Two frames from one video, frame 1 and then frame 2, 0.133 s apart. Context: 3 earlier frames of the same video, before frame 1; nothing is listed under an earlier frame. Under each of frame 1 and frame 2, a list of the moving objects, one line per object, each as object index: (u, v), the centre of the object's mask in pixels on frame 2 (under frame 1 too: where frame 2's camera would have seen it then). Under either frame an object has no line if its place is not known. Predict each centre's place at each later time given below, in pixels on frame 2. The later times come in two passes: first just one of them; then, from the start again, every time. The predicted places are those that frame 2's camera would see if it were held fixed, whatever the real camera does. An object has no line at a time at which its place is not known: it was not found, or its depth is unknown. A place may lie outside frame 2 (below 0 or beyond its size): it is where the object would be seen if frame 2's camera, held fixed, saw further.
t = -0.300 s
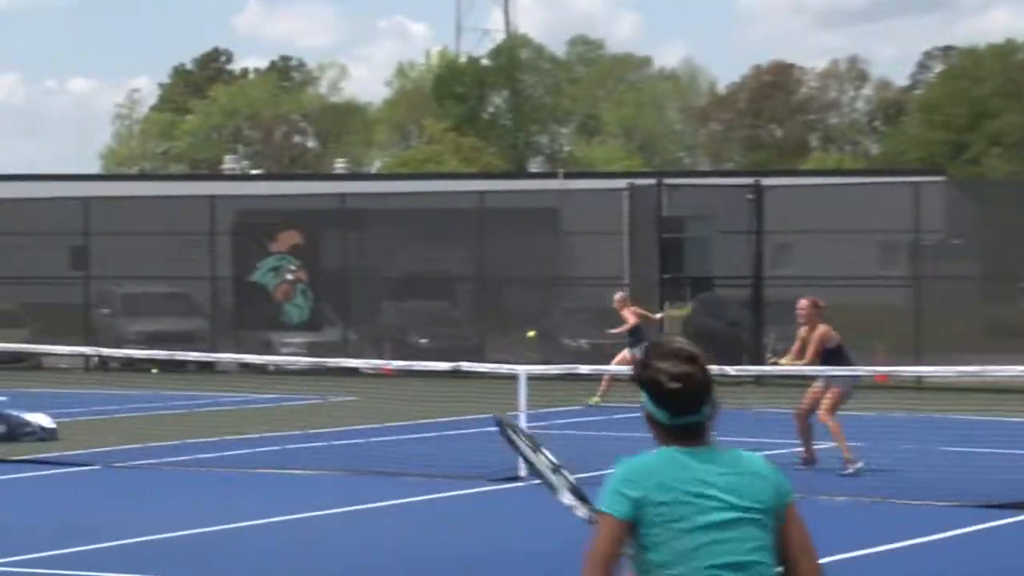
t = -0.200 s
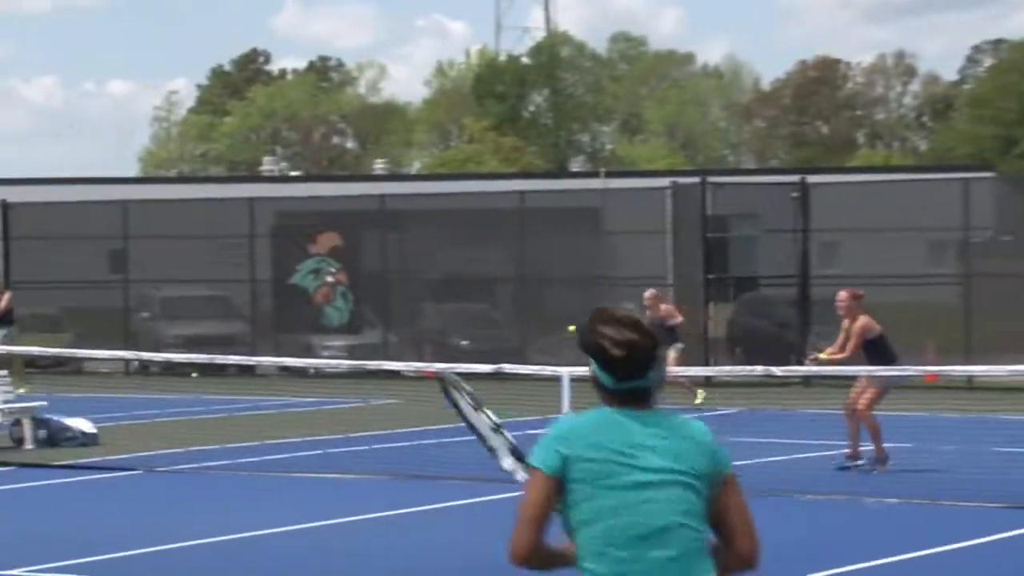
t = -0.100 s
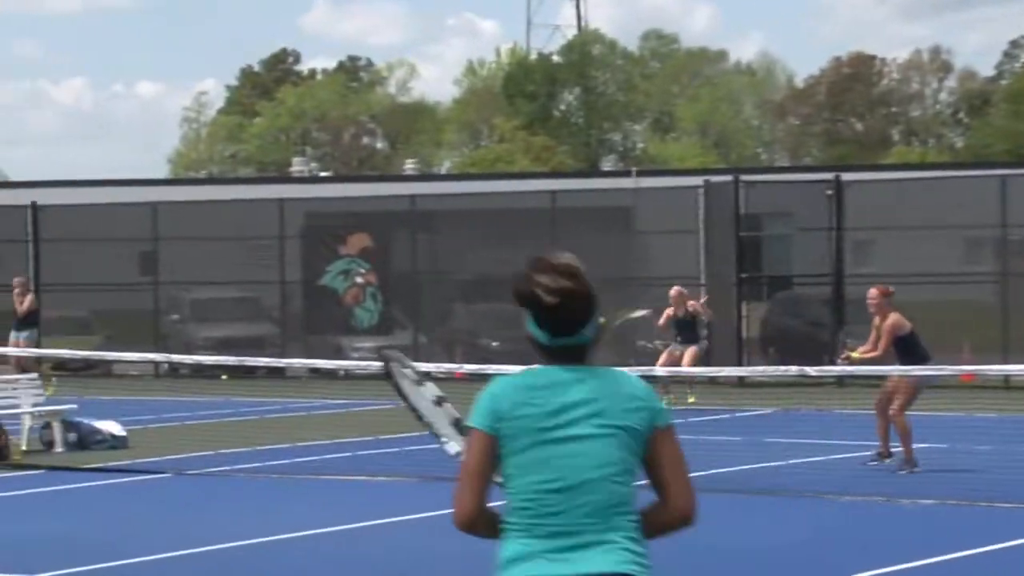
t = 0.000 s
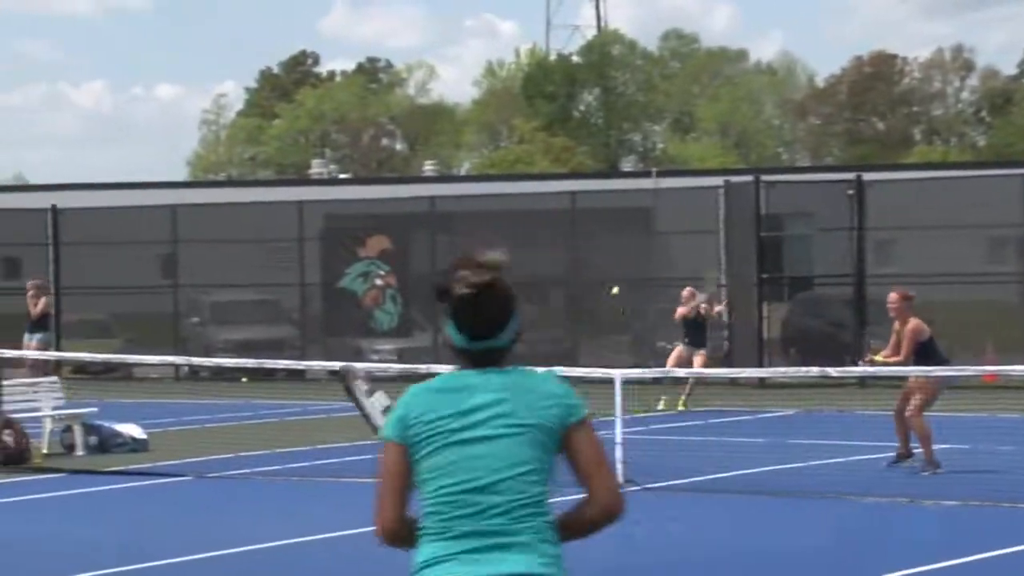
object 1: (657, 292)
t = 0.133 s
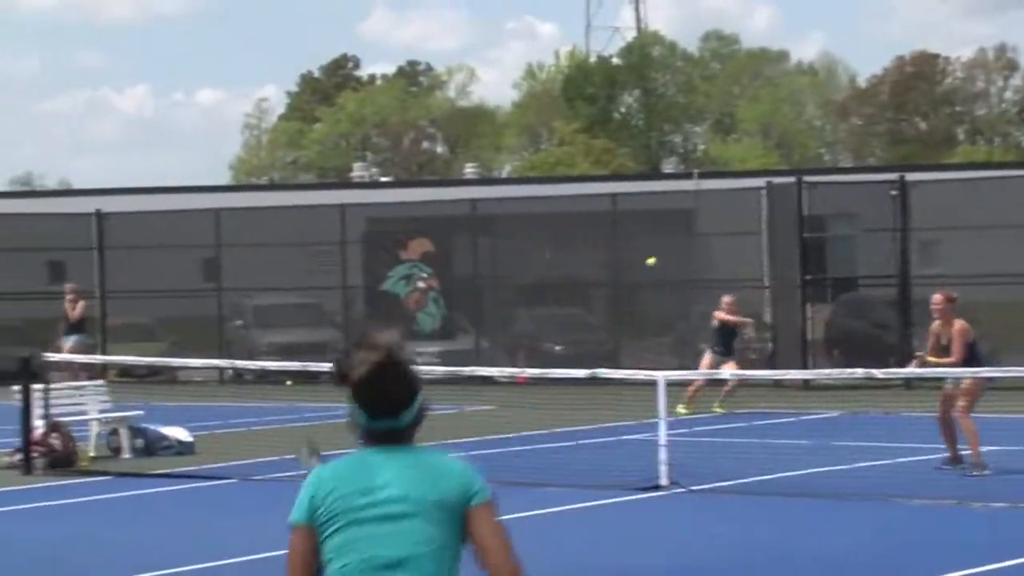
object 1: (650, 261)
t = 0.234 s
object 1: (648, 249)
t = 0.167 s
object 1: (649, 256)
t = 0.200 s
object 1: (648, 253)
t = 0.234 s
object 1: (648, 249)
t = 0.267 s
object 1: (647, 248)
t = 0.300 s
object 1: (646, 249)
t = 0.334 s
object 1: (646, 251)
